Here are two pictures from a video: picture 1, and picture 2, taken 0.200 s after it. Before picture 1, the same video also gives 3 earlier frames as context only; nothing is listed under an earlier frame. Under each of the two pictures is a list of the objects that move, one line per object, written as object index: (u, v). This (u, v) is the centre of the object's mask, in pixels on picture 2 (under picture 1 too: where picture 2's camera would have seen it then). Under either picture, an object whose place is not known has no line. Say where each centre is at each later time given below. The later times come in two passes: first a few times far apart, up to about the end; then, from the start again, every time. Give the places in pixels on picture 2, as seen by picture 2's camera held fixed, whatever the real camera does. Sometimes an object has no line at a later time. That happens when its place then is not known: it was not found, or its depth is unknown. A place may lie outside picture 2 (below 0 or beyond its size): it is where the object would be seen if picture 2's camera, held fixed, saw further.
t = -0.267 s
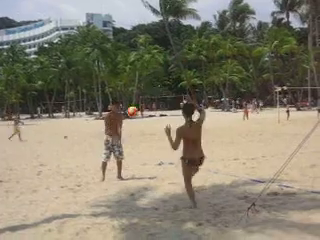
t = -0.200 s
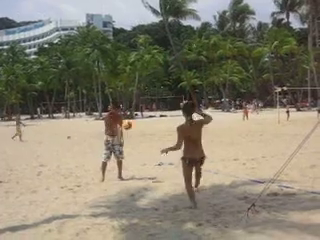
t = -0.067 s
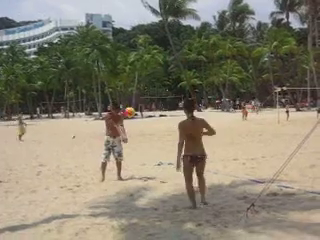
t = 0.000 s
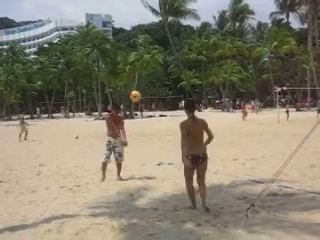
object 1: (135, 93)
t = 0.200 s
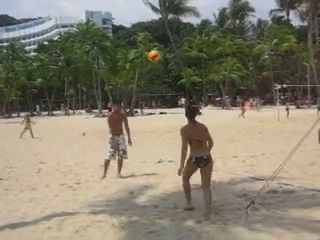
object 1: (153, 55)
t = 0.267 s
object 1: (161, 46)
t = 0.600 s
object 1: (205, 38)
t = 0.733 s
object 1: (225, 53)
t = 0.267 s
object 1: (161, 46)
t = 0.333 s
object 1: (169, 40)
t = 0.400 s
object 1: (177, 36)
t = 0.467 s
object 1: (186, 34)
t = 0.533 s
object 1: (194, 35)
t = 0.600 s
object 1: (205, 38)
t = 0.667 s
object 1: (215, 44)
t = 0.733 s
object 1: (225, 53)
